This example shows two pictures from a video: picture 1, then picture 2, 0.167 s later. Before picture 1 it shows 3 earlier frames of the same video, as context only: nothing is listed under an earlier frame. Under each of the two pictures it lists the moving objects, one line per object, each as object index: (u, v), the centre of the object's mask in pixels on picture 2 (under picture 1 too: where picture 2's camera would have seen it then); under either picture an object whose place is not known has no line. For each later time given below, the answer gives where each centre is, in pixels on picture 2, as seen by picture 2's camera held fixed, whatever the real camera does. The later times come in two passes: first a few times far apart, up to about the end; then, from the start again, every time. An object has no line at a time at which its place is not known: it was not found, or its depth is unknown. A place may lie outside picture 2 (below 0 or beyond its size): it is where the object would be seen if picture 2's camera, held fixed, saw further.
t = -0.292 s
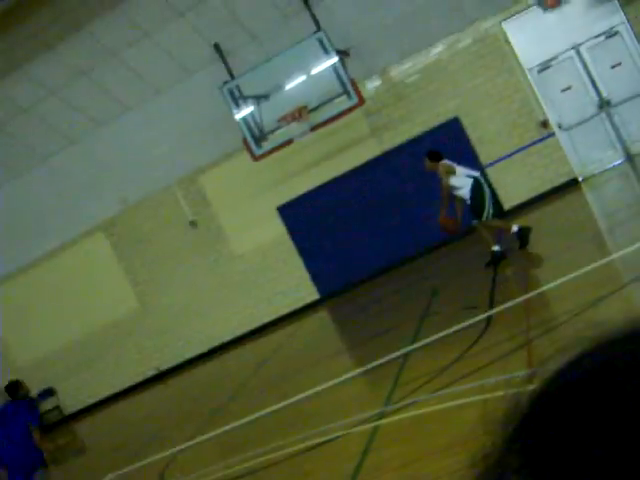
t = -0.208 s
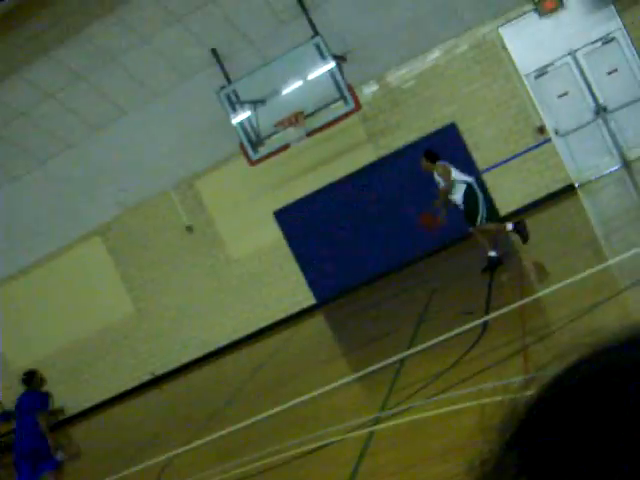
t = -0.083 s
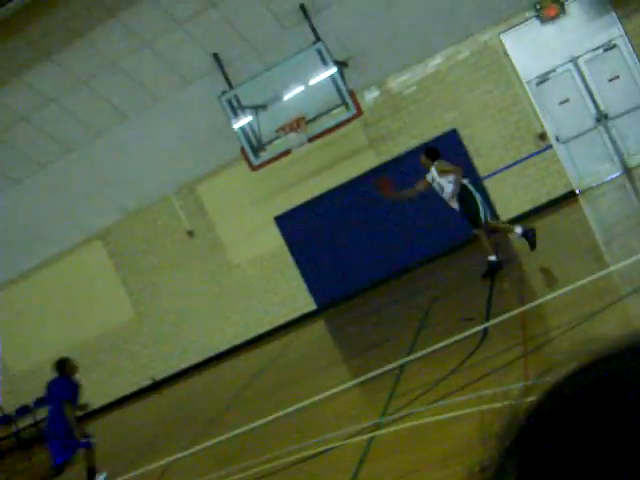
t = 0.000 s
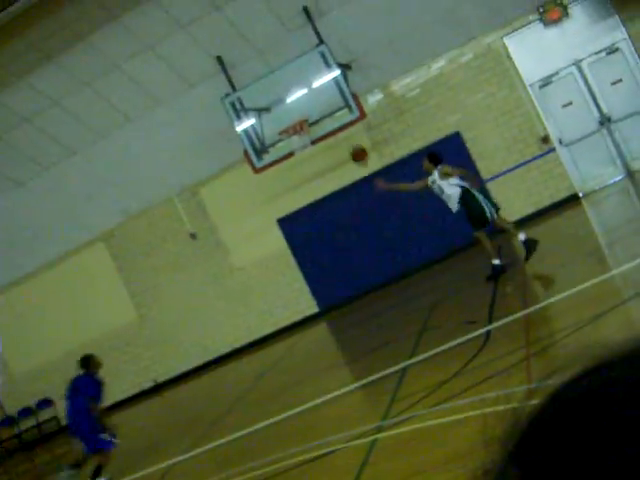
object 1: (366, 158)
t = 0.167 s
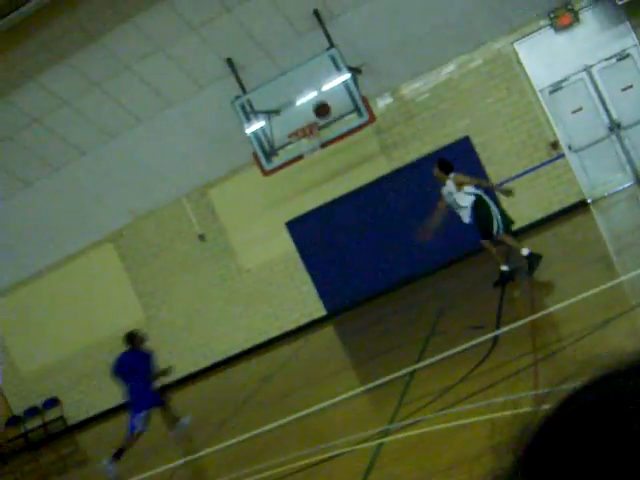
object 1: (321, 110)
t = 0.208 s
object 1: (312, 102)
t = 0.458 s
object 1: (266, 73)
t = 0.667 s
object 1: (242, 81)
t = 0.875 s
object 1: (232, 116)
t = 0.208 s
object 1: (312, 102)
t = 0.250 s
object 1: (301, 91)
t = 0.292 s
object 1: (294, 86)
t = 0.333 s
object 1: (286, 81)
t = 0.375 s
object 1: (279, 77)
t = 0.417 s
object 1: (272, 74)
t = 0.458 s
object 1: (266, 73)
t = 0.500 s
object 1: (260, 72)
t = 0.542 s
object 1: (255, 72)
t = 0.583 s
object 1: (250, 74)
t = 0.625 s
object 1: (246, 77)
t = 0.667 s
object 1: (242, 81)
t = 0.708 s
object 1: (239, 86)
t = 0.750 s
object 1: (237, 92)
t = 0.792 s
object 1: (235, 99)
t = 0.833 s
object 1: (233, 107)
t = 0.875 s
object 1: (232, 116)
